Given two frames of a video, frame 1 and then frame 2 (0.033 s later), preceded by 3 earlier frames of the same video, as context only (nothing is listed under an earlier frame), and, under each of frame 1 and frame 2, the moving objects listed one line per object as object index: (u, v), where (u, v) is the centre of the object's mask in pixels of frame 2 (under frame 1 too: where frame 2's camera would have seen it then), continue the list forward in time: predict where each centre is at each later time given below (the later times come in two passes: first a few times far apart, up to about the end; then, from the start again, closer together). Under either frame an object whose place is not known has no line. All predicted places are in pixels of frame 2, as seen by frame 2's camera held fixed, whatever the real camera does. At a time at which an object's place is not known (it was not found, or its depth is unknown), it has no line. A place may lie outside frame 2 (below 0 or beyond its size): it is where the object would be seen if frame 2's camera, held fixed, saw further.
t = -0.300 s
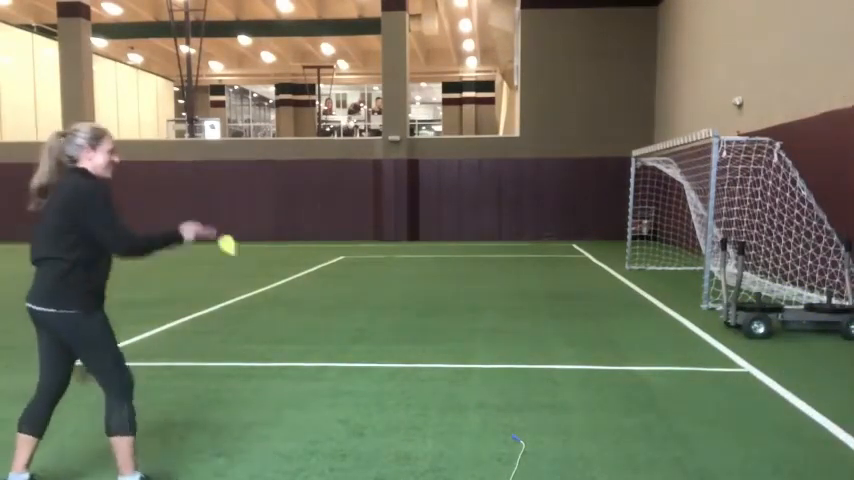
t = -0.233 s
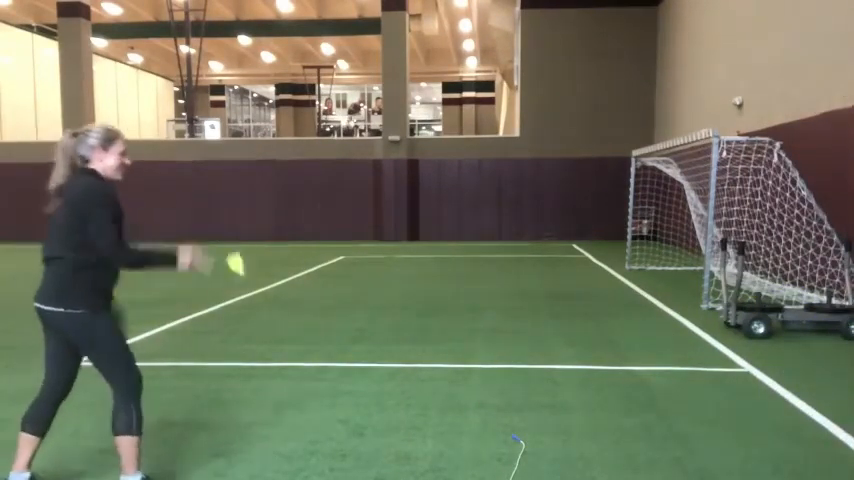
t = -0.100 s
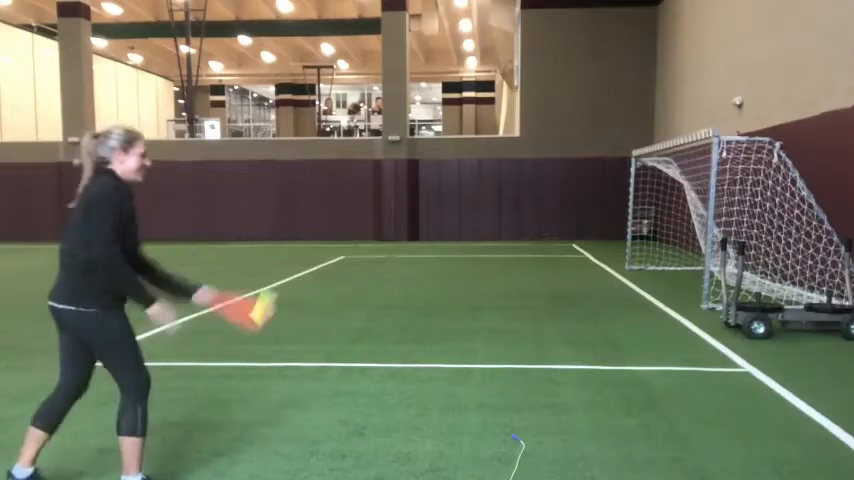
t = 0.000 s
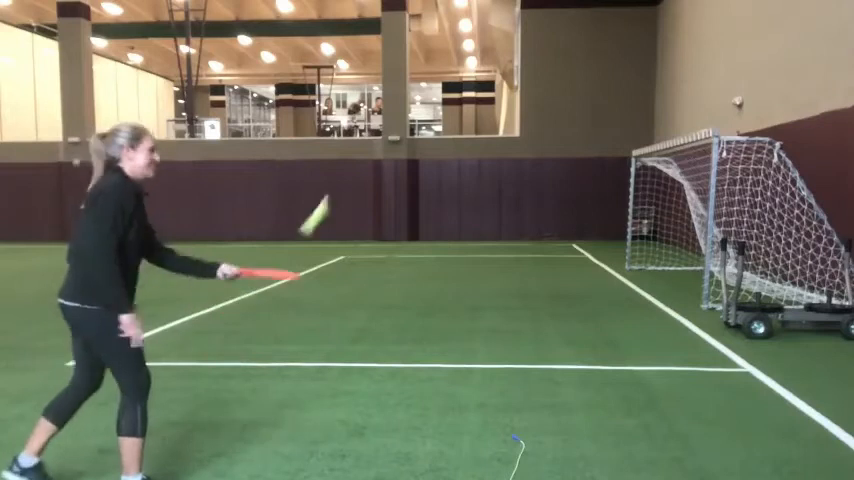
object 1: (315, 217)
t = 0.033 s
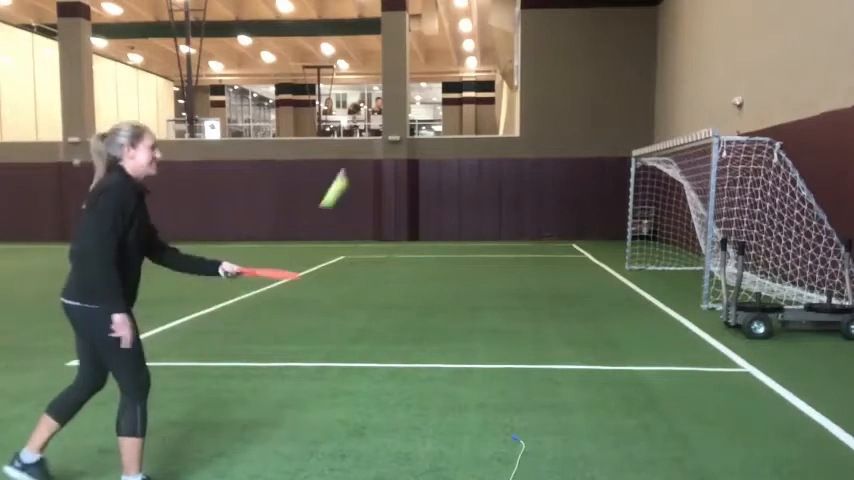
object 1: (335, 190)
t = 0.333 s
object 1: (463, 64)
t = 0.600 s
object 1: (579, 129)
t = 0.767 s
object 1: (637, 236)
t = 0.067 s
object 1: (352, 166)
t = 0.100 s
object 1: (366, 147)
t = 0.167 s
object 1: (395, 110)
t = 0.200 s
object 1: (408, 96)
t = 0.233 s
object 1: (422, 84)
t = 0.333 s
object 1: (463, 64)
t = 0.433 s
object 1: (510, 72)
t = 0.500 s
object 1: (539, 87)
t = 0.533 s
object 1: (552, 99)
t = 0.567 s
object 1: (566, 113)
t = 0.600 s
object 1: (579, 129)
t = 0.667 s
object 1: (603, 166)
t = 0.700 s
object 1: (615, 187)
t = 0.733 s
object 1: (626, 210)
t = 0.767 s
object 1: (637, 236)
